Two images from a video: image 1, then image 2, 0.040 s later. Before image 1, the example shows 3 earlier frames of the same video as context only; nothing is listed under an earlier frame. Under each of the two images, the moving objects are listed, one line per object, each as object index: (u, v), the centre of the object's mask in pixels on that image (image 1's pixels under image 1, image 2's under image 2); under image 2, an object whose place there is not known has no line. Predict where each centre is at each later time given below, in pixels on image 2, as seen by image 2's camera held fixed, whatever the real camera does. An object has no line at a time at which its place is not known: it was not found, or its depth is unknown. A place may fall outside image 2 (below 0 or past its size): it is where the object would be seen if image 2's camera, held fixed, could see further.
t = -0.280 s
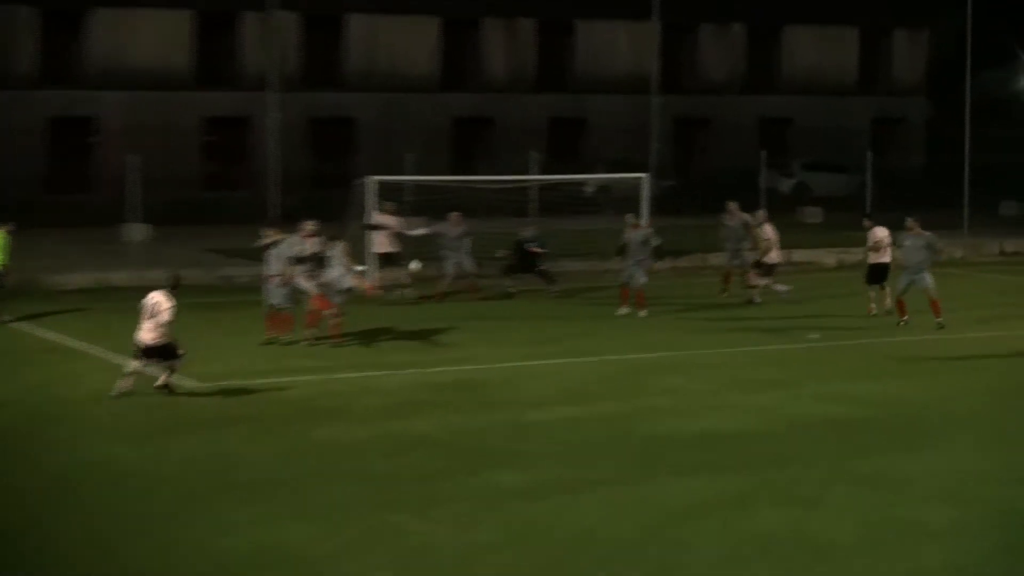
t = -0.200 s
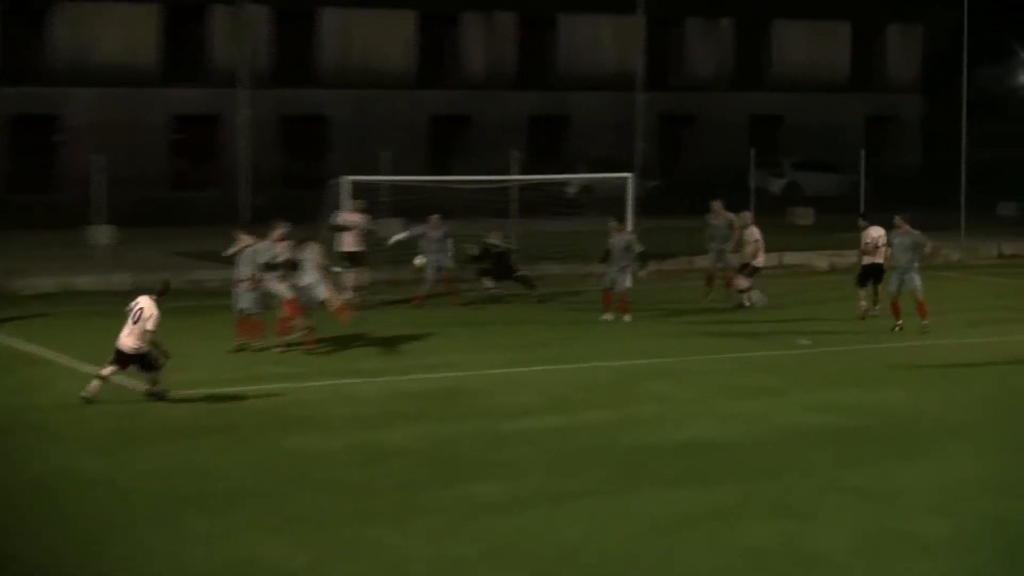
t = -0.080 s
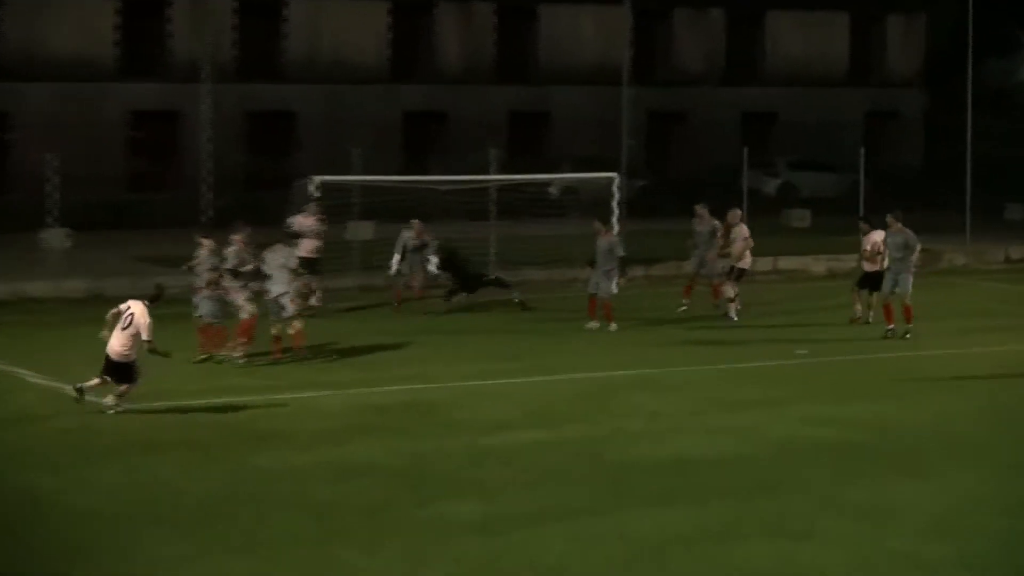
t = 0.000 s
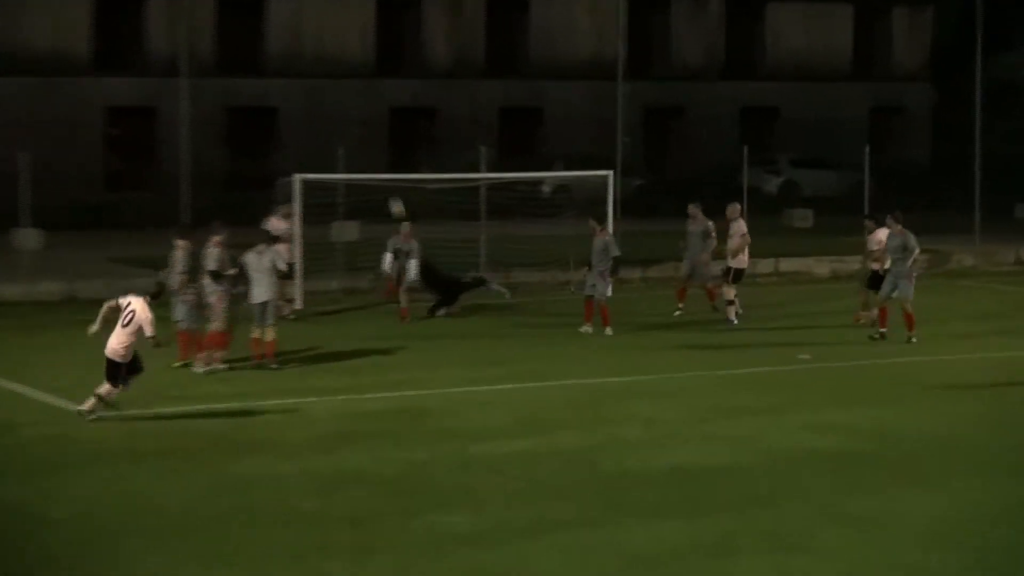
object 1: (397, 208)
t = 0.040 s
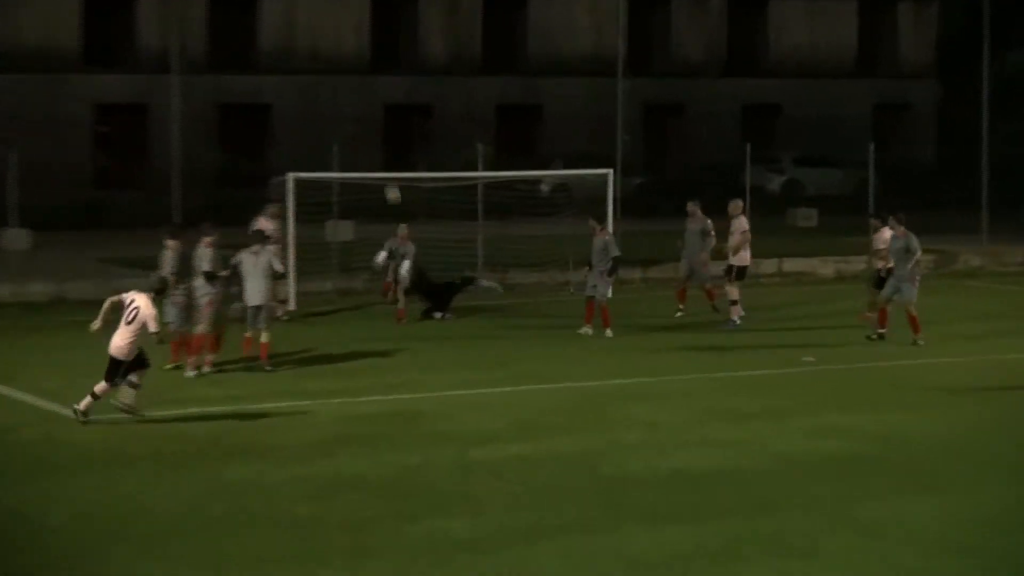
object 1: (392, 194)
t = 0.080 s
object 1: (390, 182)
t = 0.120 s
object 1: (388, 164)
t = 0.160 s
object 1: (384, 151)
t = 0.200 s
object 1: (381, 137)
